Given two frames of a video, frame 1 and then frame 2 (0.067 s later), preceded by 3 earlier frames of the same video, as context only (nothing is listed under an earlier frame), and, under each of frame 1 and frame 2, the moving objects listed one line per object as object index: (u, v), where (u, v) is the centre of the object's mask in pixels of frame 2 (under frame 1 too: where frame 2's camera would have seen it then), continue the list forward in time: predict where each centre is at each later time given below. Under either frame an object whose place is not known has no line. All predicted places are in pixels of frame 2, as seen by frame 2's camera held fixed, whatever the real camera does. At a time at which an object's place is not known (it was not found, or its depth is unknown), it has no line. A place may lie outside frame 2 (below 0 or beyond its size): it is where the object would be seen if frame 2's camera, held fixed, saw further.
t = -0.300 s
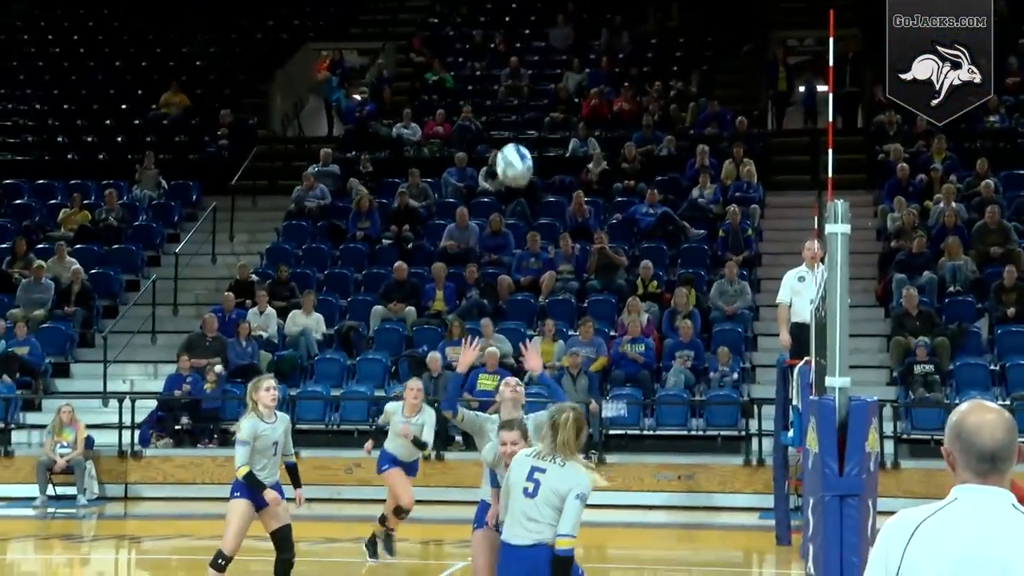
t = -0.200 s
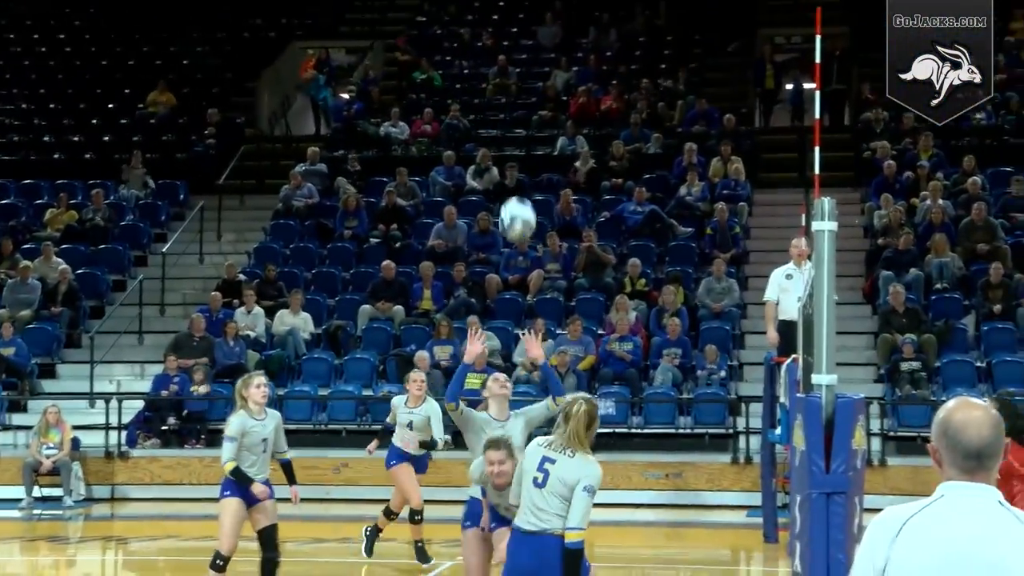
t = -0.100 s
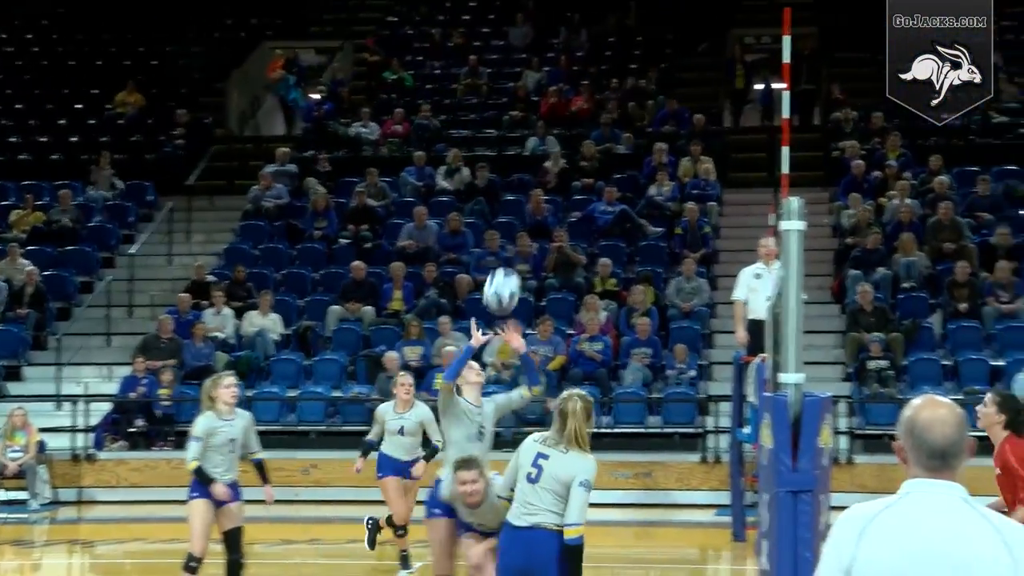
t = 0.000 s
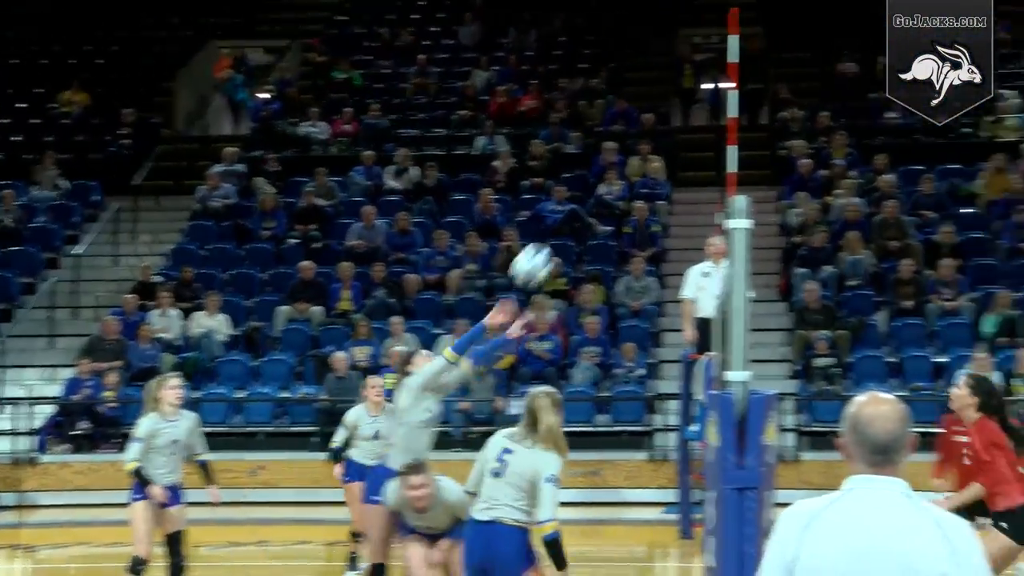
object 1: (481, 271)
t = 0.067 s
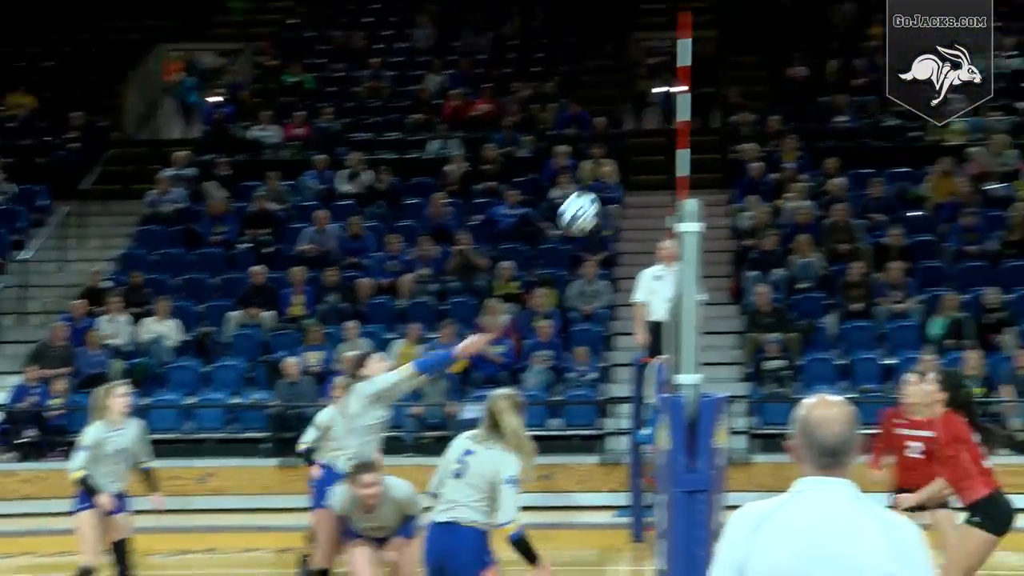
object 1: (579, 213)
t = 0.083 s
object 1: (604, 200)
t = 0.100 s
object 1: (631, 185)
